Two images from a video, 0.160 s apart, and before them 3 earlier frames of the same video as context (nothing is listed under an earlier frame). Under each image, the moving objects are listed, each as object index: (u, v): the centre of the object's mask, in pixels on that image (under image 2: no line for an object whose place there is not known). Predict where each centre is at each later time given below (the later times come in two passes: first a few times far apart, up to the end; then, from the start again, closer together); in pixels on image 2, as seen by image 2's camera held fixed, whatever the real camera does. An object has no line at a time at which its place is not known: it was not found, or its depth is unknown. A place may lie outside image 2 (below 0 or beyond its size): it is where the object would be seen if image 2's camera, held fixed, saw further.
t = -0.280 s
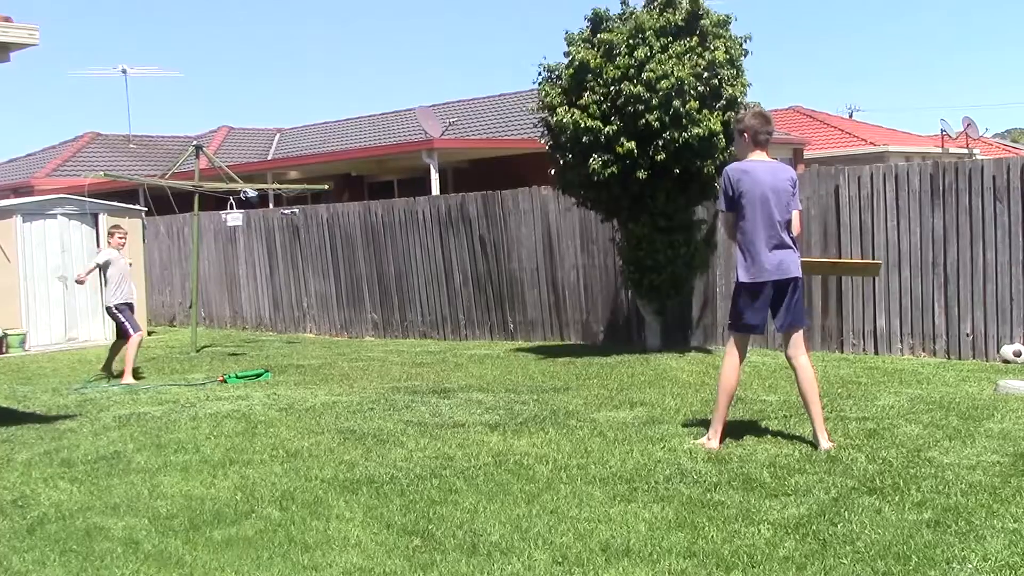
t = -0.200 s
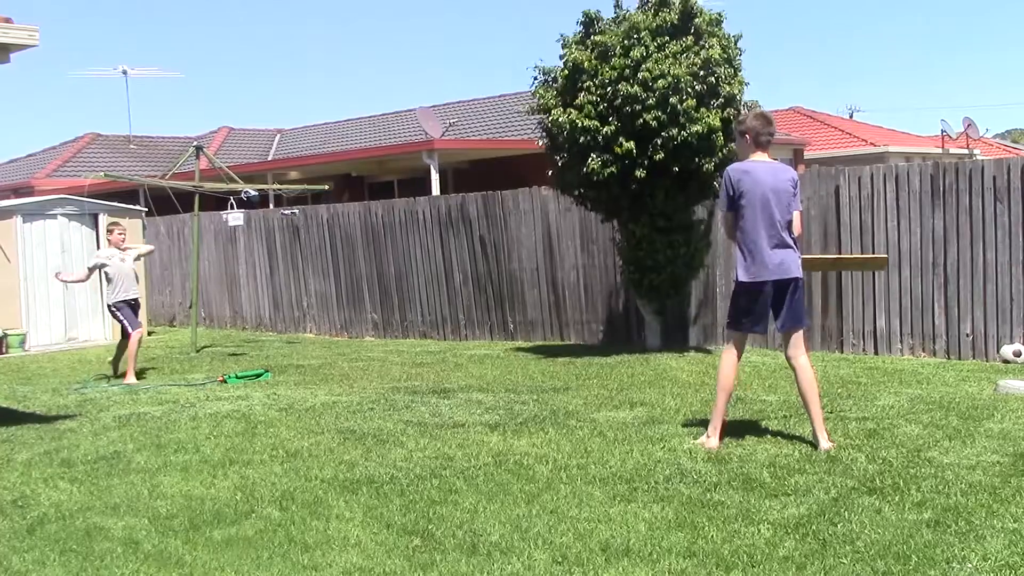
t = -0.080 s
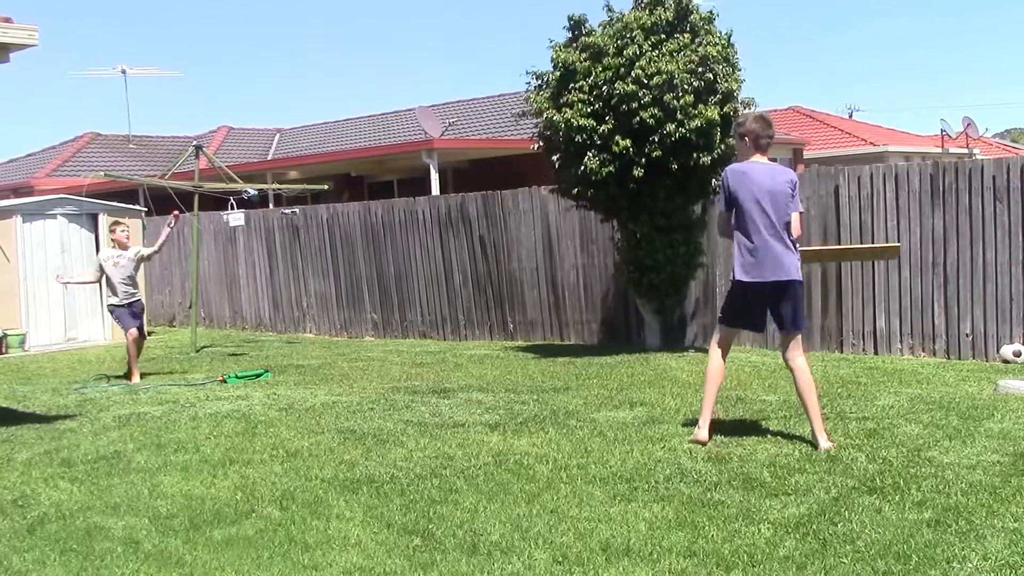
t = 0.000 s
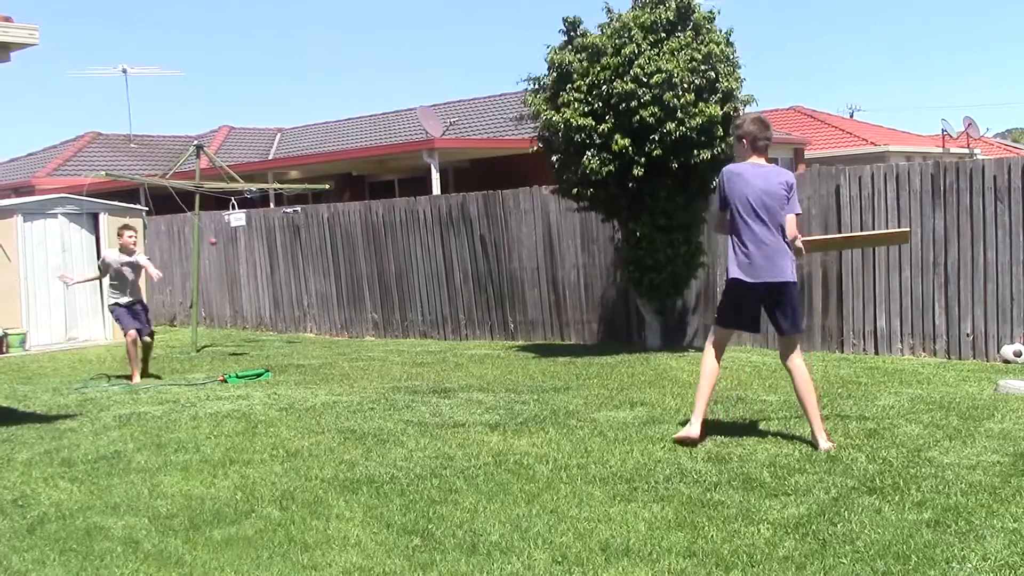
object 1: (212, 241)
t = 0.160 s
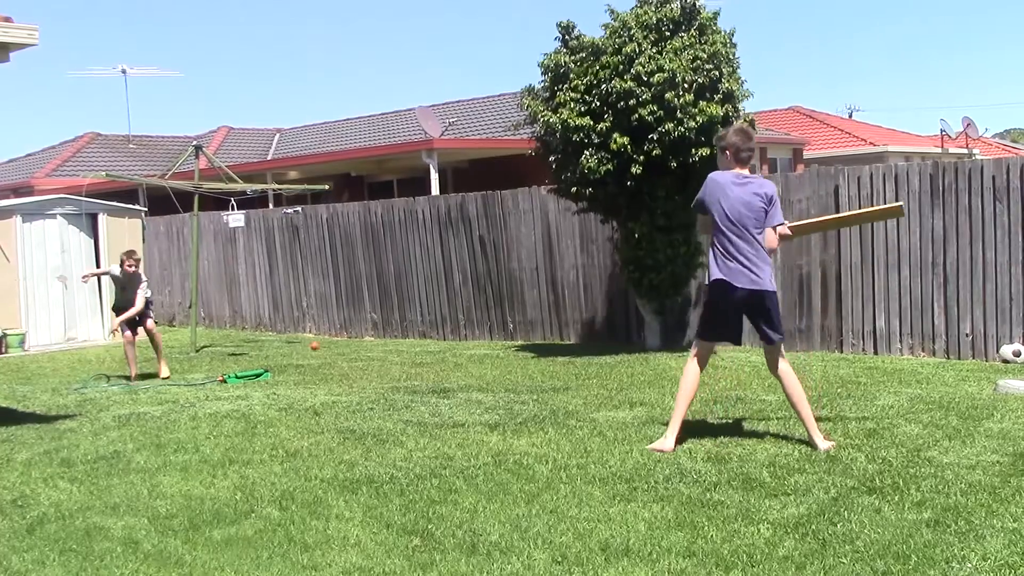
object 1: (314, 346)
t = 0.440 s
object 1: (434, 346)
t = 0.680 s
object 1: (497, 294)
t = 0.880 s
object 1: (575, 351)
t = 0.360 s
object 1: (419, 383)
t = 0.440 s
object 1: (434, 346)
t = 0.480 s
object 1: (442, 330)
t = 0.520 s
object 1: (452, 318)
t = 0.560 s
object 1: (462, 308)
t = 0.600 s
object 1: (472, 301)
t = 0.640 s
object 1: (484, 296)
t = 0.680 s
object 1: (497, 294)
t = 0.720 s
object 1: (511, 297)
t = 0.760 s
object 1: (525, 305)
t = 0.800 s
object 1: (540, 316)
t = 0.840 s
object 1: (557, 332)
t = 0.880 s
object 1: (575, 351)
